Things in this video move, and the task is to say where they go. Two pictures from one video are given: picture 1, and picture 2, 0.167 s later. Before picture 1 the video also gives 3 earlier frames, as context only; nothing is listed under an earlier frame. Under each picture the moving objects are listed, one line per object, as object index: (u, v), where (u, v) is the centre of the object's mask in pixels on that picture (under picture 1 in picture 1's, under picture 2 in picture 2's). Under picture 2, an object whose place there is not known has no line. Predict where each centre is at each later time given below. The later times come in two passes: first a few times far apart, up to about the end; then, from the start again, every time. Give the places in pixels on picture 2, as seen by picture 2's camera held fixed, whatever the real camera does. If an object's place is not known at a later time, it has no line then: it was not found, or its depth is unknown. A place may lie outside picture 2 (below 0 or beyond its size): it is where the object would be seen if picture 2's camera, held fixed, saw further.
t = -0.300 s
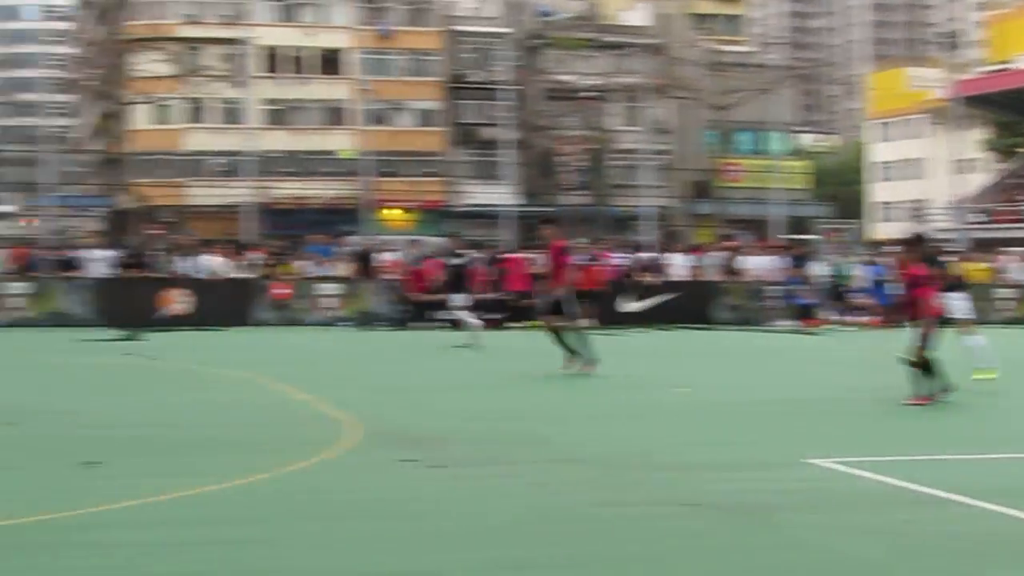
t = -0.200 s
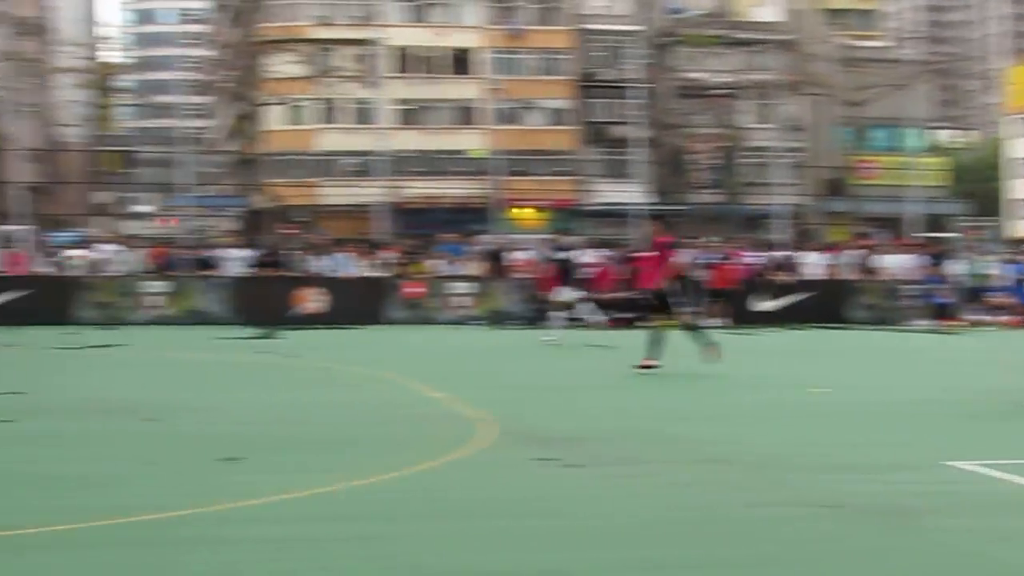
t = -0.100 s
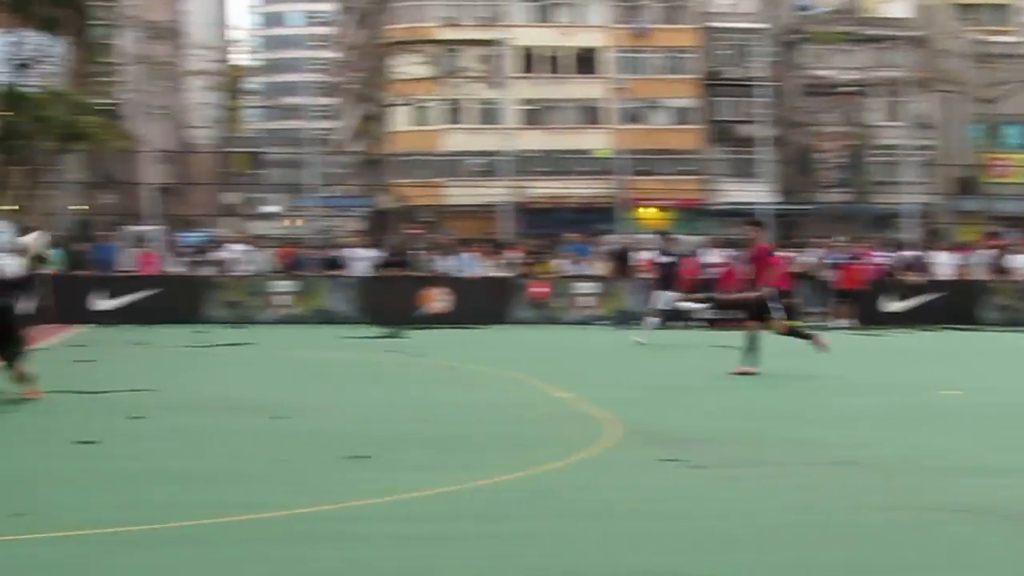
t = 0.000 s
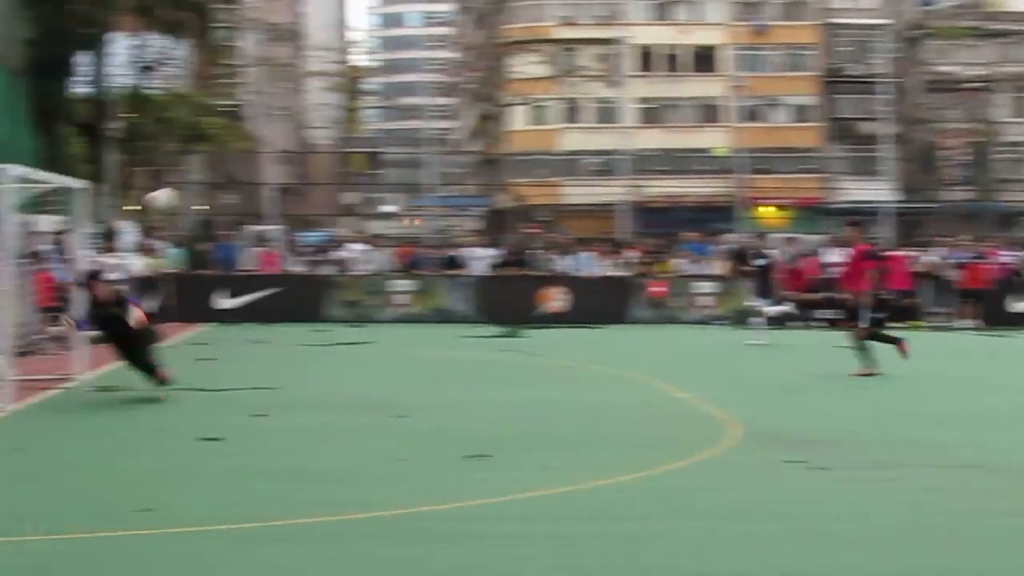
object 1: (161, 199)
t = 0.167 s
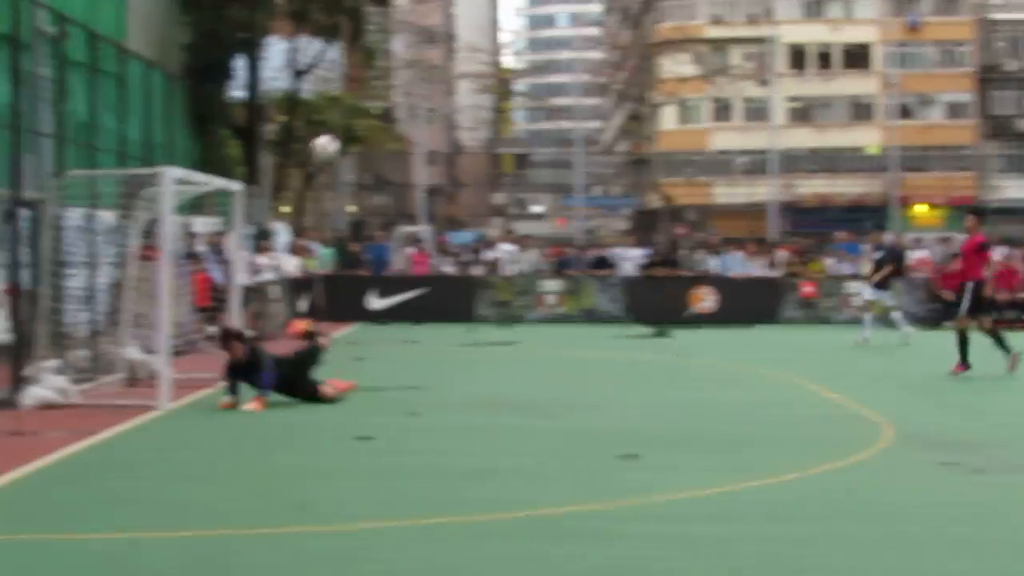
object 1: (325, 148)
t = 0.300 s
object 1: (334, 123)
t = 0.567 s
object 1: (355, 139)
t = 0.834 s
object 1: (383, 286)
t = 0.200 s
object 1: (327, 139)
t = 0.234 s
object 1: (330, 132)
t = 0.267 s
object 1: (332, 127)
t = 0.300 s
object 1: (334, 123)
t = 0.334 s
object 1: (337, 121)
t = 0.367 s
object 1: (340, 119)
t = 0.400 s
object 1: (342, 118)
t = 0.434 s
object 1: (344, 119)
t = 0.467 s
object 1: (347, 122)
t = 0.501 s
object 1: (350, 126)
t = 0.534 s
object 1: (353, 132)
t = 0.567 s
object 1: (355, 139)
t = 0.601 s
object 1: (359, 148)
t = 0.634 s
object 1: (361, 161)
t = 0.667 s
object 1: (365, 175)
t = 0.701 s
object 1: (367, 192)
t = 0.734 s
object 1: (371, 209)
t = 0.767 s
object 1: (374, 233)
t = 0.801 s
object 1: (379, 259)
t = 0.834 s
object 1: (383, 286)
